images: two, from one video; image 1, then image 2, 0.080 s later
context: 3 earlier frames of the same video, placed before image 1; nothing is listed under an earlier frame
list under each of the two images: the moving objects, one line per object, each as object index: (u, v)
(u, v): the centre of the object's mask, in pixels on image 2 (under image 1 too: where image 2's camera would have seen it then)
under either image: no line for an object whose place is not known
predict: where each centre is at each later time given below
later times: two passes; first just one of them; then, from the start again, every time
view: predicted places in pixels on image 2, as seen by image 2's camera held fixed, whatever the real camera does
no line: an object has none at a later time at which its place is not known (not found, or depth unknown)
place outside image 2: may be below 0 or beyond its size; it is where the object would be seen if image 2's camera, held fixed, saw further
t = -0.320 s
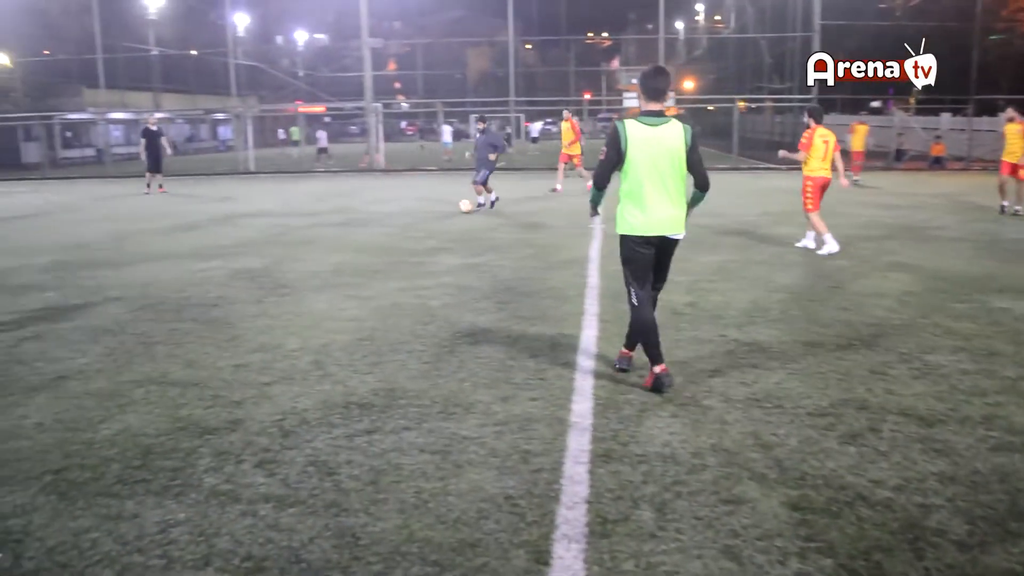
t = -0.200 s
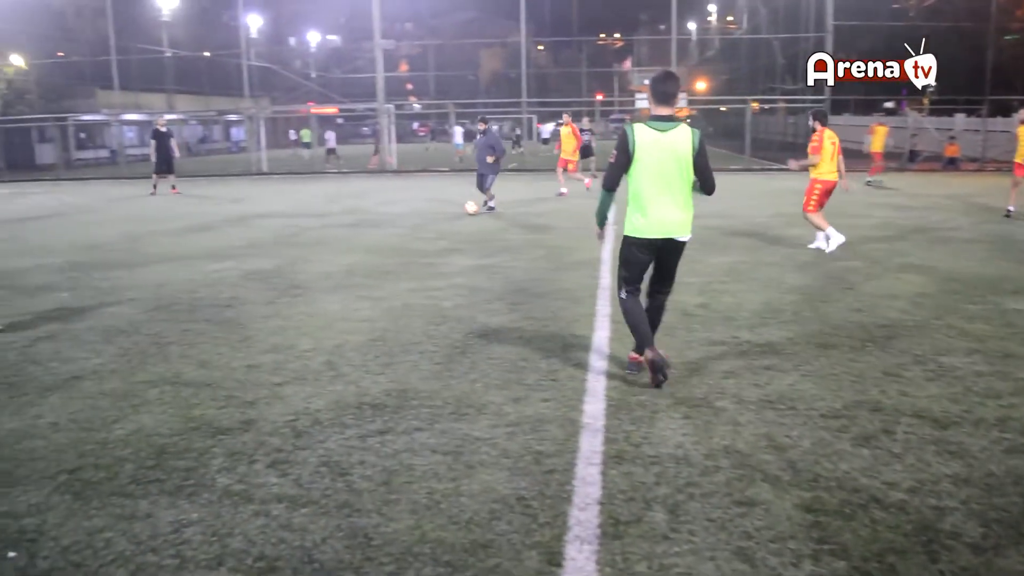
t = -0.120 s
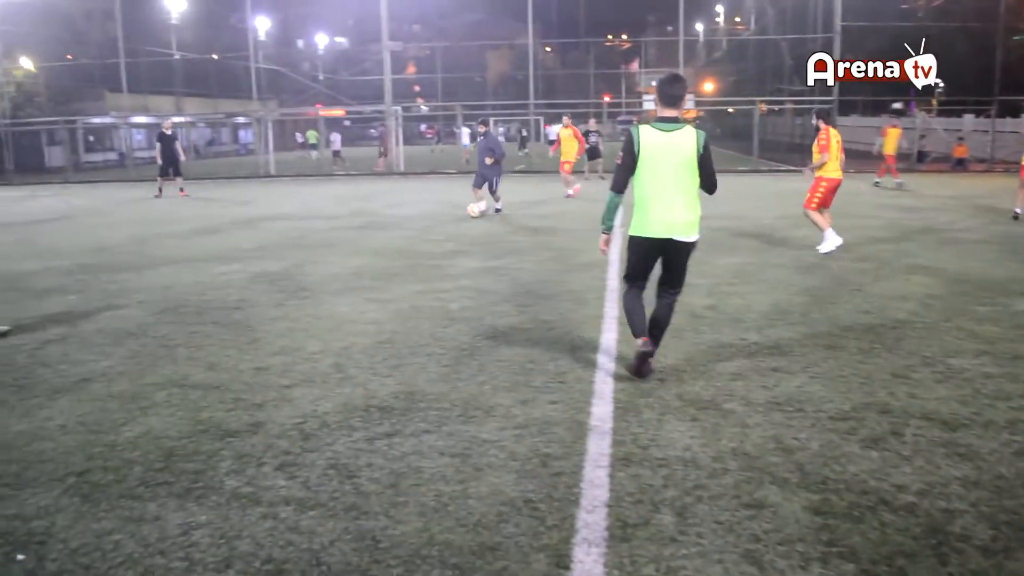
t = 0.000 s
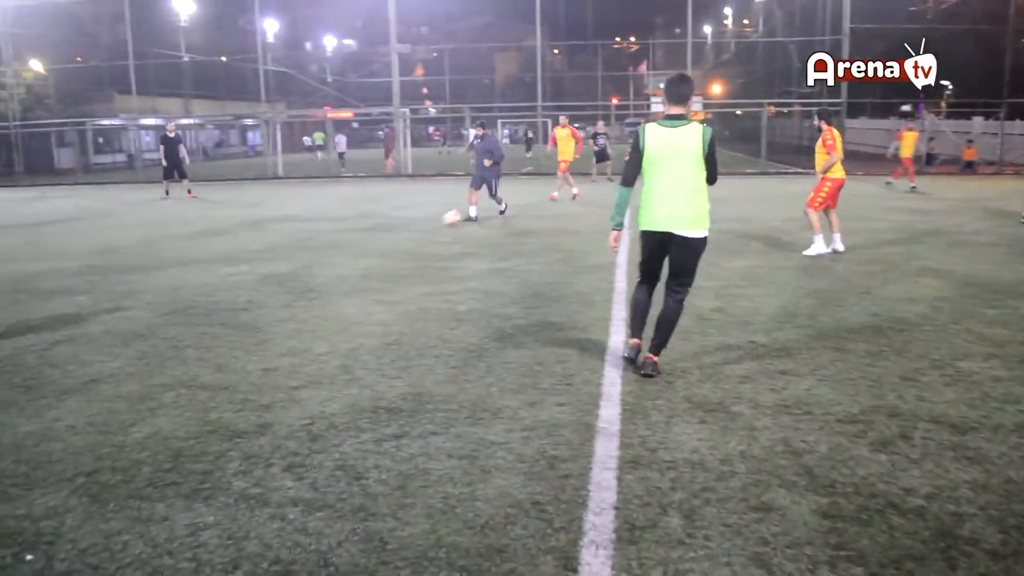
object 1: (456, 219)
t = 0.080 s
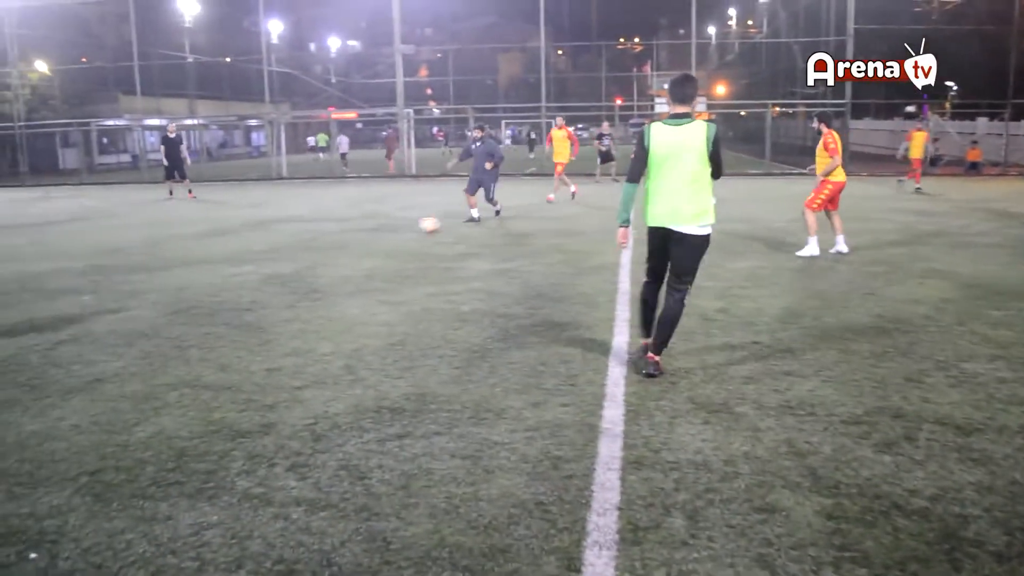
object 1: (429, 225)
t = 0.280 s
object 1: (361, 238)
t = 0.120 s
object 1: (417, 227)
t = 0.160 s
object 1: (402, 230)
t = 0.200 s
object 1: (389, 234)
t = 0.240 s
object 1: (375, 237)
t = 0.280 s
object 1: (361, 238)
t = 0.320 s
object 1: (347, 241)
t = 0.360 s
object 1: (332, 247)
